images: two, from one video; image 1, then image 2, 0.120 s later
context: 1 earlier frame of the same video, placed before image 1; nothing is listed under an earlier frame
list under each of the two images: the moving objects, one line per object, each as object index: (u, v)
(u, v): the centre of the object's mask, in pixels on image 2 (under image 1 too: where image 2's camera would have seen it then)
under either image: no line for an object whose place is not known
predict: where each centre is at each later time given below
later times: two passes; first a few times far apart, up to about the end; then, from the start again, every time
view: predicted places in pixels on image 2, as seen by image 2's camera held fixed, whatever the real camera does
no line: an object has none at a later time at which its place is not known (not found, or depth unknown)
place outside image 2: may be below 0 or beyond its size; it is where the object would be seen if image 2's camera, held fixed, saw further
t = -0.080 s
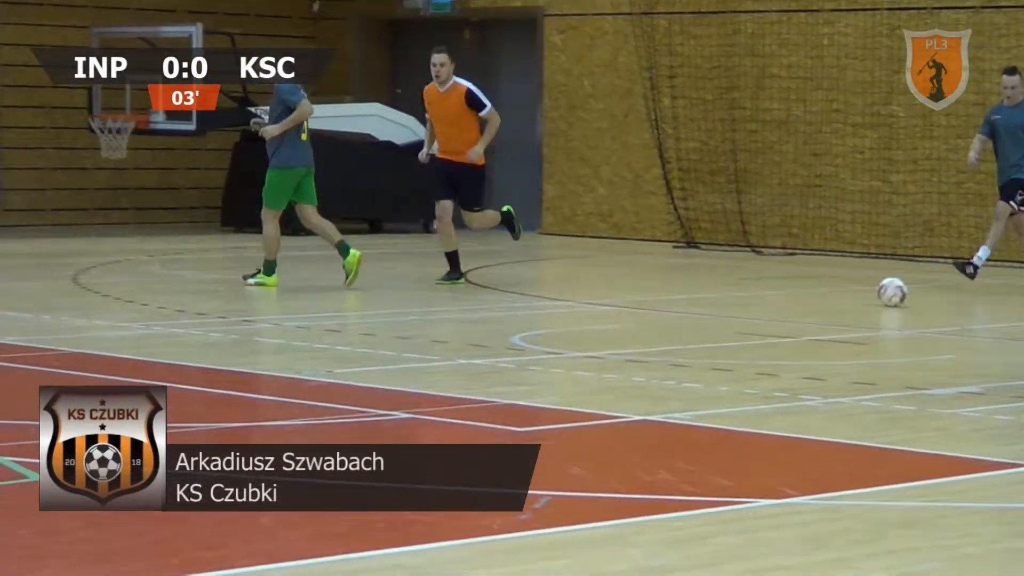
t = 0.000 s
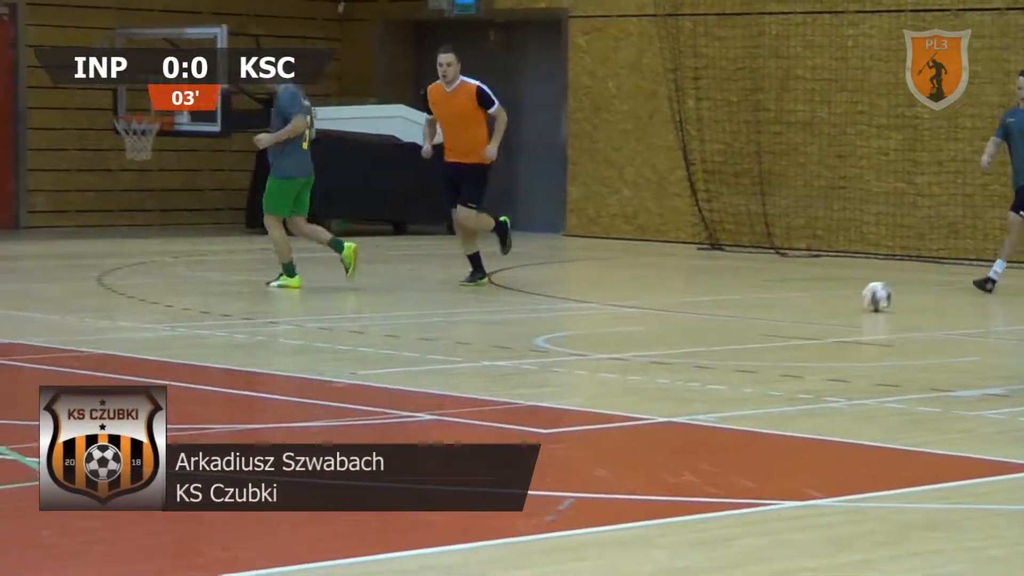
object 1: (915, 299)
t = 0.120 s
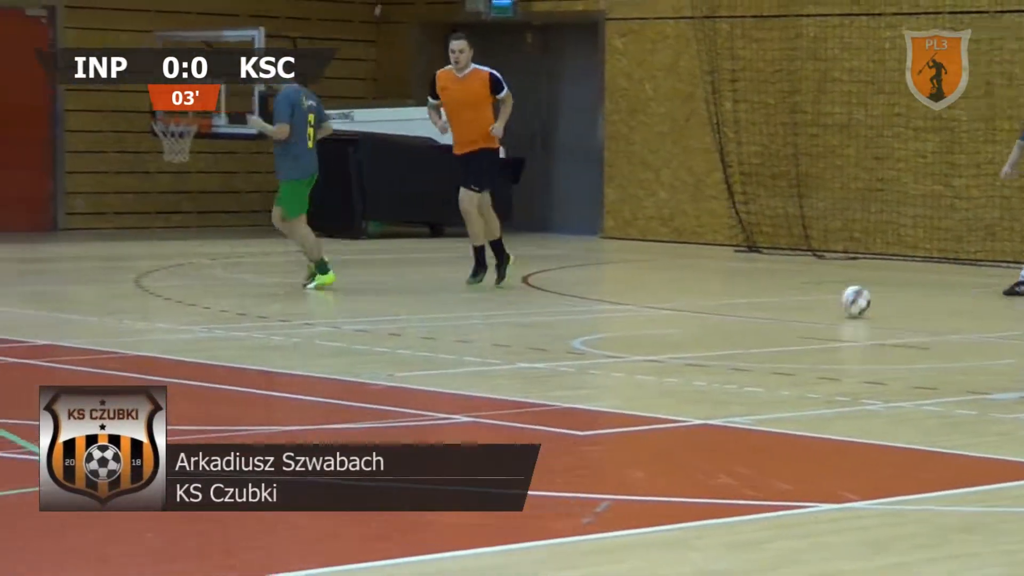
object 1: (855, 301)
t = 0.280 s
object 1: (778, 307)
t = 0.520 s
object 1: (657, 314)
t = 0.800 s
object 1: (504, 323)
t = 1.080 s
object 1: (335, 336)
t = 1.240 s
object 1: (228, 341)
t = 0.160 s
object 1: (837, 302)
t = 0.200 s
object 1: (816, 305)
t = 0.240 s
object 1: (797, 306)
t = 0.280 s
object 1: (778, 307)
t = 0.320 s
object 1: (758, 307)
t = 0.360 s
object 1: (738, 310)
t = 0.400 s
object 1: (718, 311)
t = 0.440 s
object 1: (699, 312)
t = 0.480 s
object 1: (677, 314)
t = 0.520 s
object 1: (657, 314)
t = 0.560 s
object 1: (635, 316)
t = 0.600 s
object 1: (614, 318)
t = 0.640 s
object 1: (593, 318)
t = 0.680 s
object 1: (571, 319)
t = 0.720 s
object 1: (548, 322)
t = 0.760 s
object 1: (526, 322)
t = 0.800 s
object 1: (504, 323)
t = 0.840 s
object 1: (480, 325)
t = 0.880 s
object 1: (458, 326)
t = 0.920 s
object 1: (433, 327)
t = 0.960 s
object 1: (411, 330)
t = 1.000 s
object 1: (386, 331)
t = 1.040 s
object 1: (360, 333)
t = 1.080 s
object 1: (335, 336)
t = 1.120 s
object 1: (309, 335)
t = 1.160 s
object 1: (282, 338)
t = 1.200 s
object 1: (255, 339)
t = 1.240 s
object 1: (228, 341)
